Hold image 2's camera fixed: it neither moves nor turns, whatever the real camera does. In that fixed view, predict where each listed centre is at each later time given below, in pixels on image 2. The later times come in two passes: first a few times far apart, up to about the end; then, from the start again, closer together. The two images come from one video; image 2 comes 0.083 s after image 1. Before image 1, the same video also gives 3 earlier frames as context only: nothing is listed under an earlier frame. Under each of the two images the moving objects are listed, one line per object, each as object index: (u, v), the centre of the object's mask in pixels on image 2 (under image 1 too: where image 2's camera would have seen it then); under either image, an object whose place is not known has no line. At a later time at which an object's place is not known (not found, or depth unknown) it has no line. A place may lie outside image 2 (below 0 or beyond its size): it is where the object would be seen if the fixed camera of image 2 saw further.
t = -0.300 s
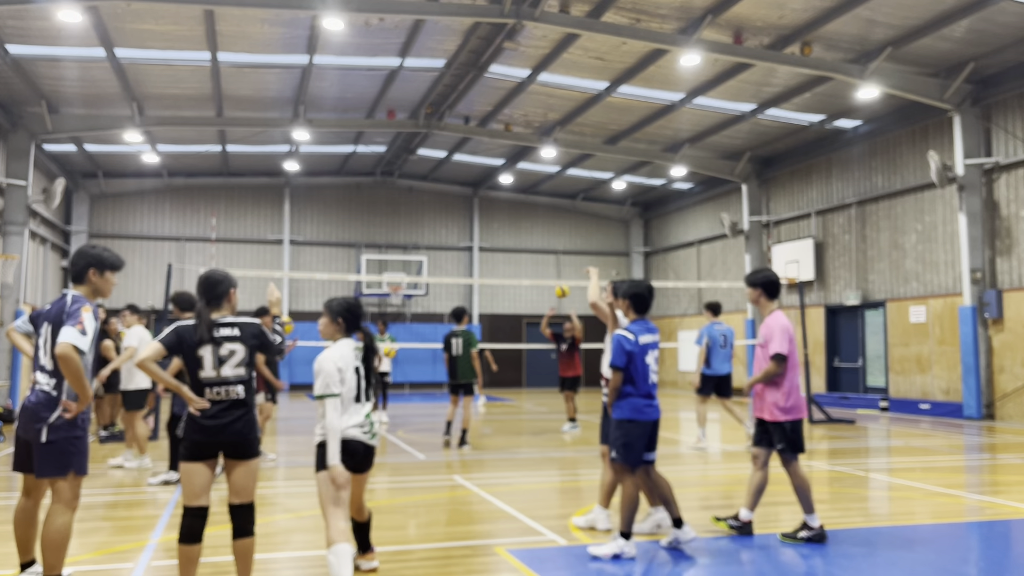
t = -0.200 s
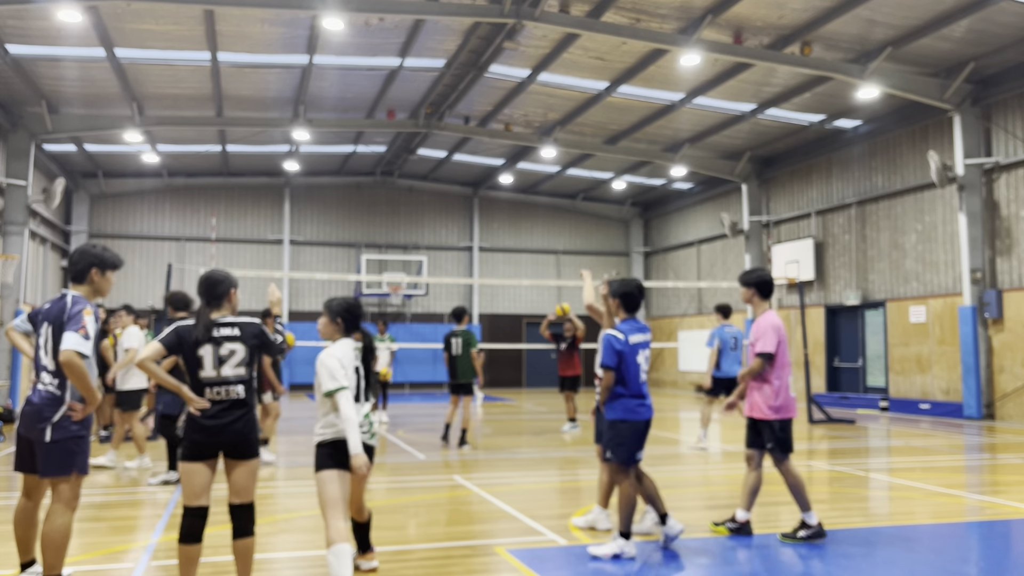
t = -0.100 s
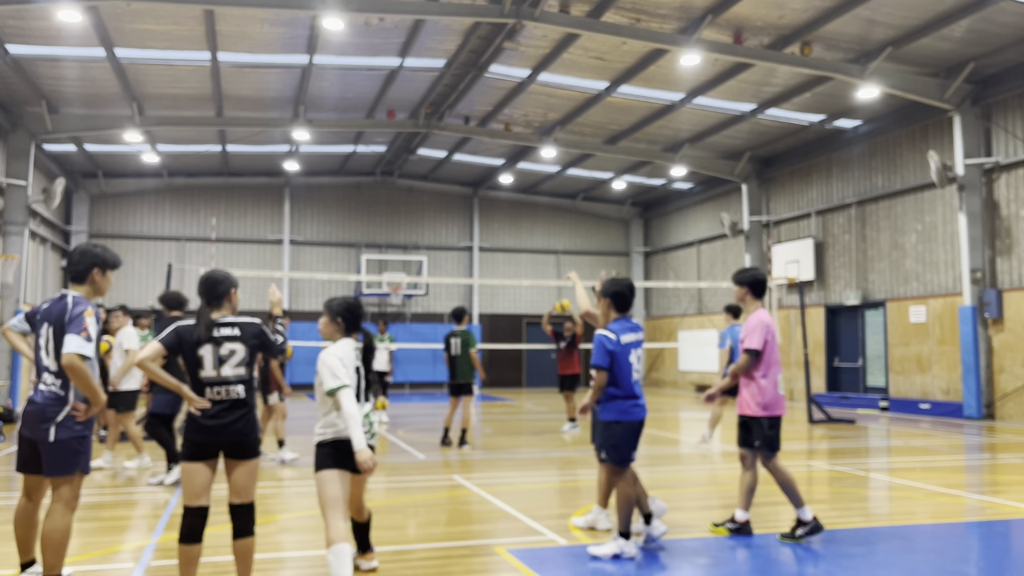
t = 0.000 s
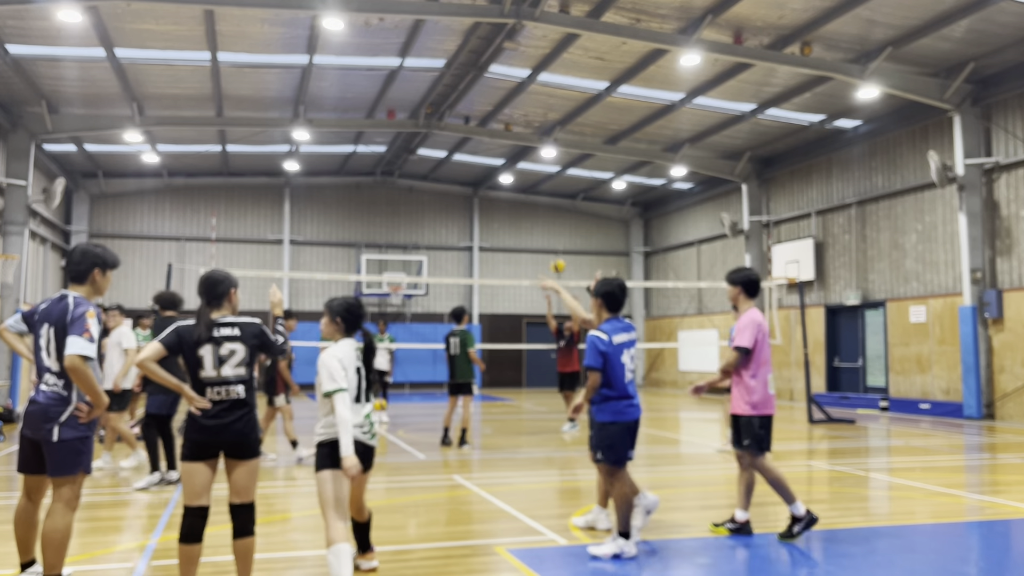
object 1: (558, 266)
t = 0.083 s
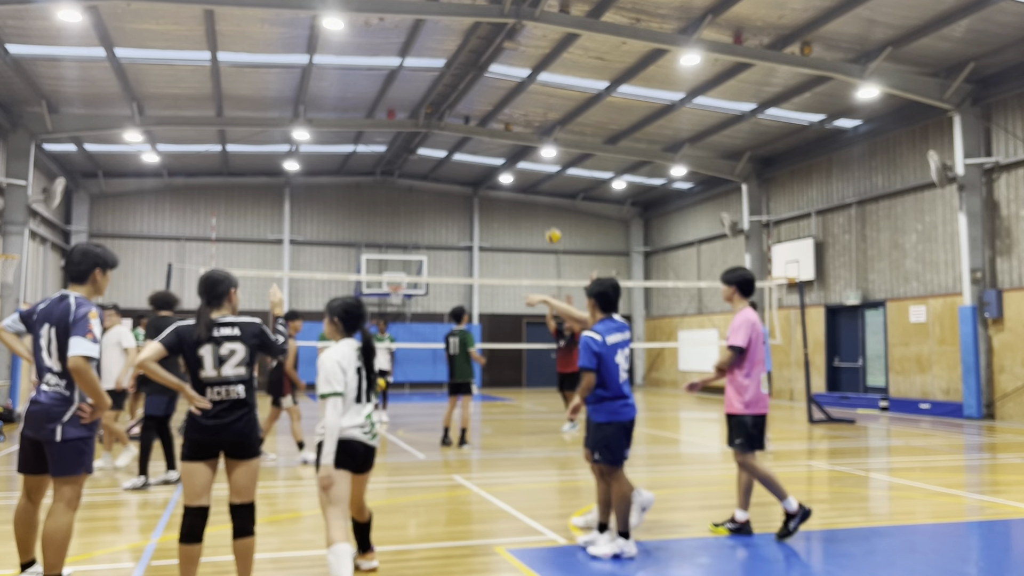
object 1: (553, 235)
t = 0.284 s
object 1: (543, 183)
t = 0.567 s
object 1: (528, 153)
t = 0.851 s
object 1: (513, 177)
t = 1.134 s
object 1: (496, 259)
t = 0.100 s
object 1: (552, 230)
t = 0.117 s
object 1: (551, 225)
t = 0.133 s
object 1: (550, 220)
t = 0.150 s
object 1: (549, 215)
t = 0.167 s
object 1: (548, 211)
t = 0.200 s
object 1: (546, 202)
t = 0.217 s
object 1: (546, 198)
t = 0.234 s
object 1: (545, 194)
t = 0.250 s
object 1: (545, 190)
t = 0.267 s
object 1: (544, 187)
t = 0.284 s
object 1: (543, 183)
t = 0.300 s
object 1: (542, 180)
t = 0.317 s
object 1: (541, 177)
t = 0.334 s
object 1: (539, 175)
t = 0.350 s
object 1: (539, 172)
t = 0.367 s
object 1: (538, 170)
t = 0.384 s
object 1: (537, 168)
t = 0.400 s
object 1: (536, 165)
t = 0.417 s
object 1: (535, 162)
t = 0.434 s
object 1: (534, 160)
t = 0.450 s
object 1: (533, 158)
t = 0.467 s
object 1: (532, 157)
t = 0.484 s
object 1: (531, 156)
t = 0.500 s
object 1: (530, 155)
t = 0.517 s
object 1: (530, 154)
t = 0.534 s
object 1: (529, 154)
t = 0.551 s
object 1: (528, 154)
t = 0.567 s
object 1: (528, 153)
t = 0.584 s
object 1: (526, 153)
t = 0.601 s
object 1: (525, 153)
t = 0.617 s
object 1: (525, 153)
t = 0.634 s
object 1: (524, 154)
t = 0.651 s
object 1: (523, 154)
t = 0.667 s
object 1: (522, 155)
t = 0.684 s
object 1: (521, 155)
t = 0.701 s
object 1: (520, 157)
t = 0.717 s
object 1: (519, 158)
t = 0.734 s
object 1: (518, 160)
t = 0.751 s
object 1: (517, 162)
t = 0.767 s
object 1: (516, 164)
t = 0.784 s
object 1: (515, 166)
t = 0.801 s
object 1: (514, 167)
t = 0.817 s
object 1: (514, 170)
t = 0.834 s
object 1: (513, 173)
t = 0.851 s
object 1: (513, 177)
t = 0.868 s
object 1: (512, 181)
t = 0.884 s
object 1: (511, 184)
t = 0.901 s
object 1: (510, 188)
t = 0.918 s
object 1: (508, 191)
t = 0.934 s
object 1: (507, 195)
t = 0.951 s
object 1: (506, 199)
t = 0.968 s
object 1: (505, 204)
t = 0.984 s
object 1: (505, 208)
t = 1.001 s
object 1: (504, 212)
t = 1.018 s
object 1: (503, 217)
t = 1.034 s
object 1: (502, 223)
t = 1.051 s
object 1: (501, 228)
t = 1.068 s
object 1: (500, 234)
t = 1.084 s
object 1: (499, 240)
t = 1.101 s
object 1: (498, 246)
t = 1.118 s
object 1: (497, 252)
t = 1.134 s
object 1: (496, 259)
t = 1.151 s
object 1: (495, 266)
